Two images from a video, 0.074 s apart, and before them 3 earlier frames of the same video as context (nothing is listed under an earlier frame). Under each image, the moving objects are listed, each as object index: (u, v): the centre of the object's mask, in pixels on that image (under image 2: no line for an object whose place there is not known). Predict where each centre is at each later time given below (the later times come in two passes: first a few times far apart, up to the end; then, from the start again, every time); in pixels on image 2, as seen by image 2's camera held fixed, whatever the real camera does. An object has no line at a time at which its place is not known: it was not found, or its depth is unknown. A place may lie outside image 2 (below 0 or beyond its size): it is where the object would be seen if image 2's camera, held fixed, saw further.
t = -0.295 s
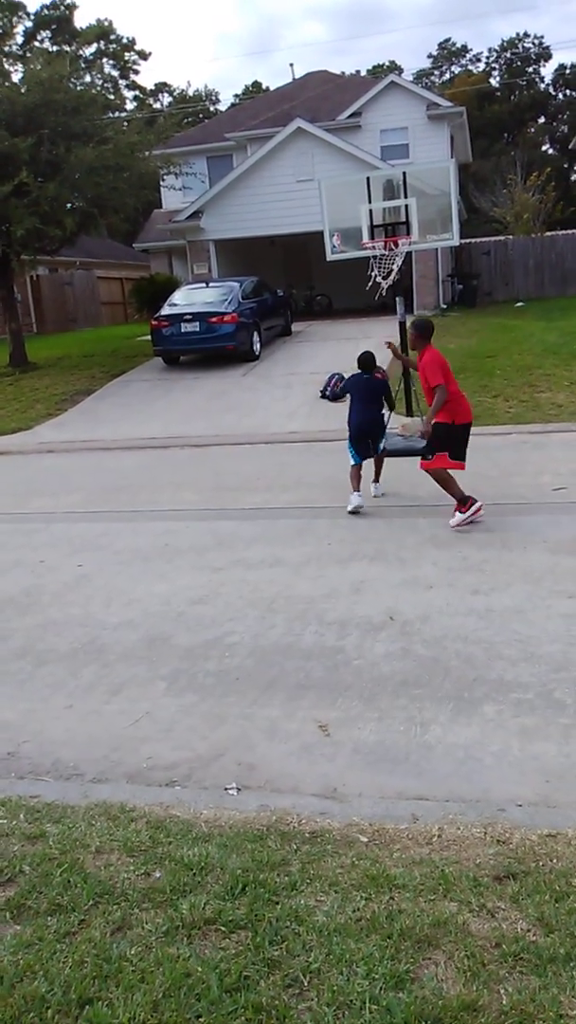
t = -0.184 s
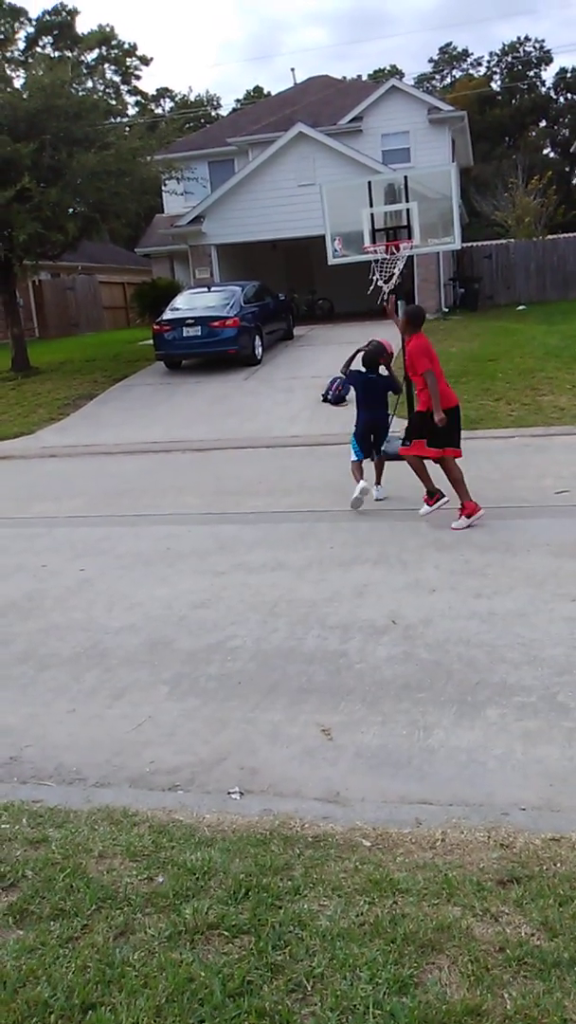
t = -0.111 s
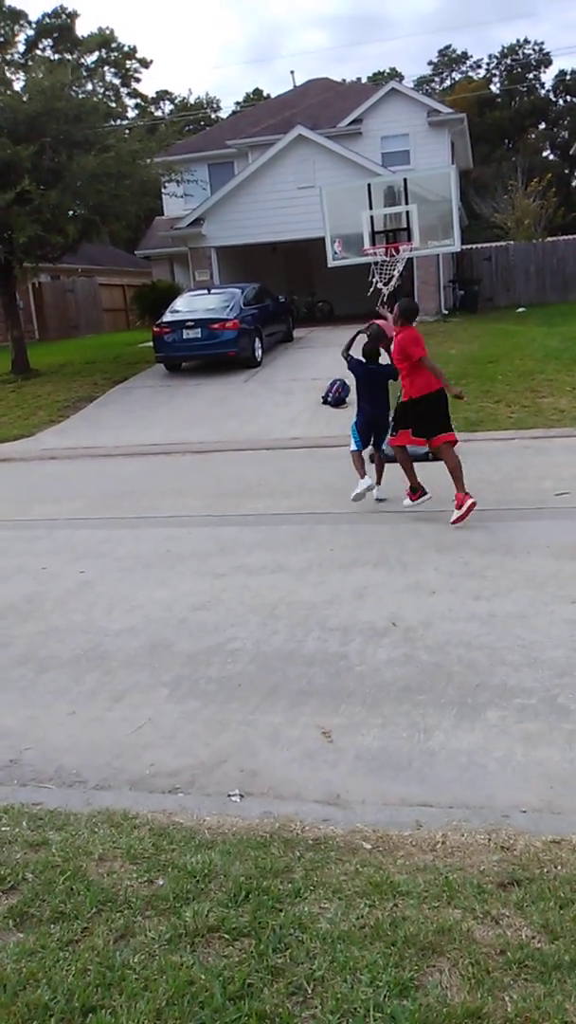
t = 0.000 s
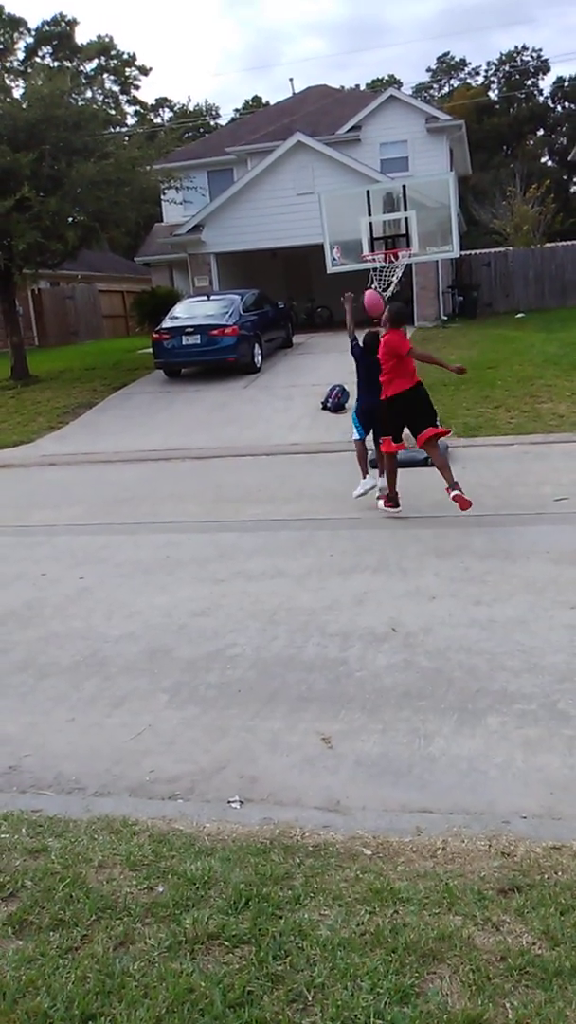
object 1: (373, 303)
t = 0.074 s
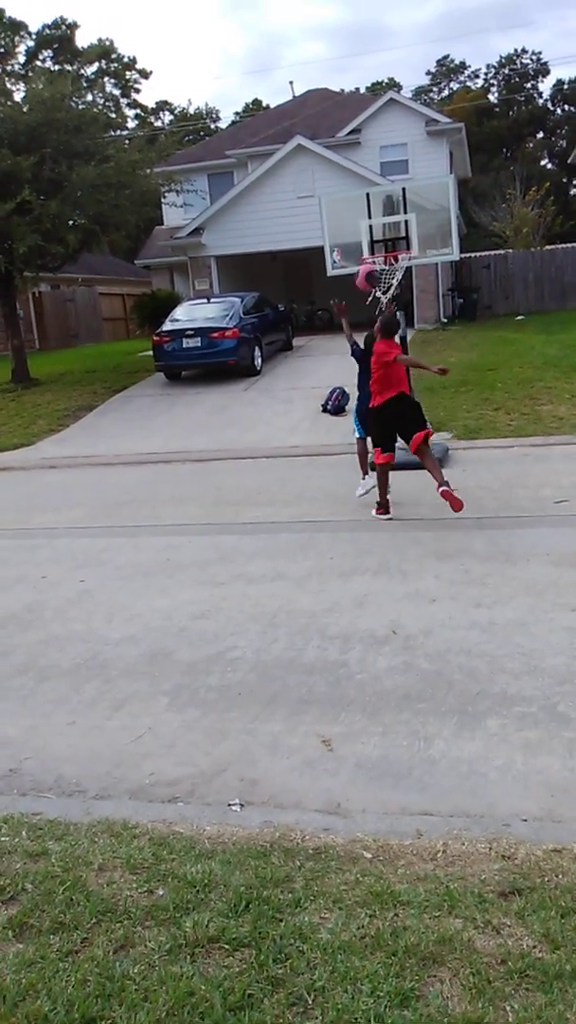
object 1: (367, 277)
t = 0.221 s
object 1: (358, 243)
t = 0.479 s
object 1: (346, 241)
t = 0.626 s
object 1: (336, 271)
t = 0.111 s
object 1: (365, 266)
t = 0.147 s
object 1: (363, 257)
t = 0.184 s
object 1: (360, 250)
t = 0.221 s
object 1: (358, 243)
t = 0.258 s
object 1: (356, 239)
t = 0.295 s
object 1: (354, 235)
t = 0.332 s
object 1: (352, 234)
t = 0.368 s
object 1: (350, 233)
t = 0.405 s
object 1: (349, 235)
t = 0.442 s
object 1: (348, 236)
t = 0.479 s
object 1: (346, 241)
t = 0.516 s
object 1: (345, 246)
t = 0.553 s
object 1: (342, 254)
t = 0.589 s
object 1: (339, 261)
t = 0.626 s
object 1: (336, 271)
